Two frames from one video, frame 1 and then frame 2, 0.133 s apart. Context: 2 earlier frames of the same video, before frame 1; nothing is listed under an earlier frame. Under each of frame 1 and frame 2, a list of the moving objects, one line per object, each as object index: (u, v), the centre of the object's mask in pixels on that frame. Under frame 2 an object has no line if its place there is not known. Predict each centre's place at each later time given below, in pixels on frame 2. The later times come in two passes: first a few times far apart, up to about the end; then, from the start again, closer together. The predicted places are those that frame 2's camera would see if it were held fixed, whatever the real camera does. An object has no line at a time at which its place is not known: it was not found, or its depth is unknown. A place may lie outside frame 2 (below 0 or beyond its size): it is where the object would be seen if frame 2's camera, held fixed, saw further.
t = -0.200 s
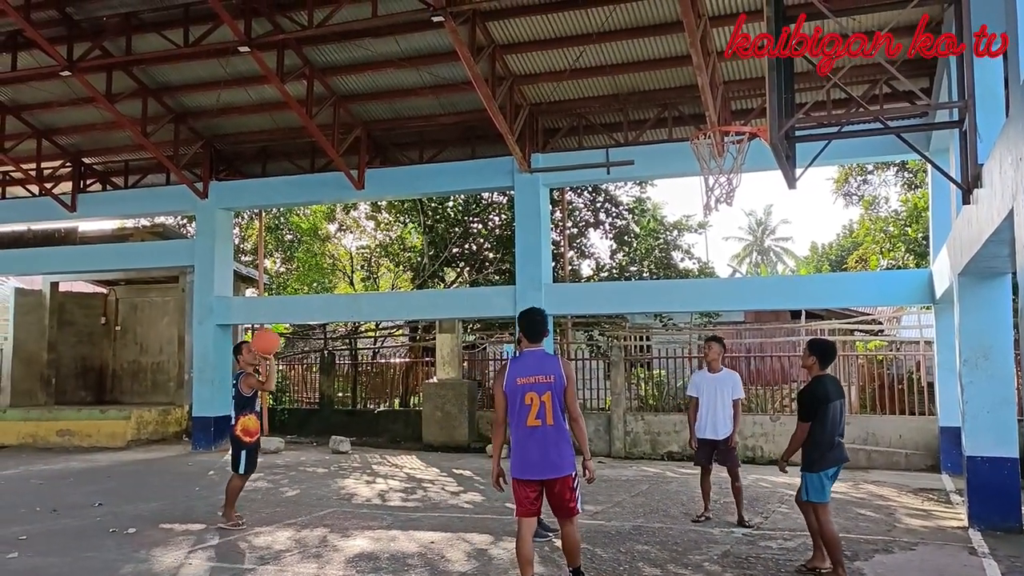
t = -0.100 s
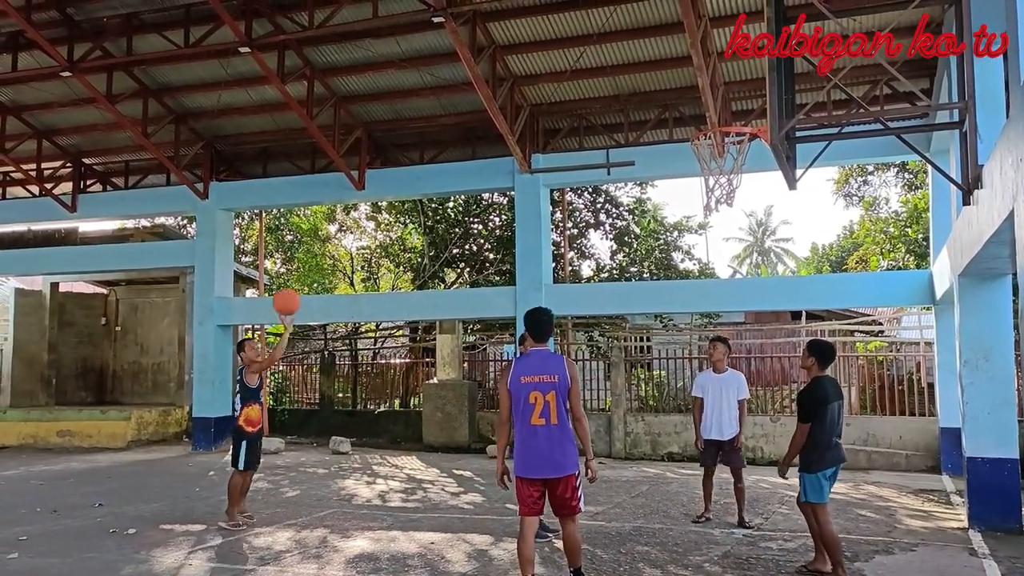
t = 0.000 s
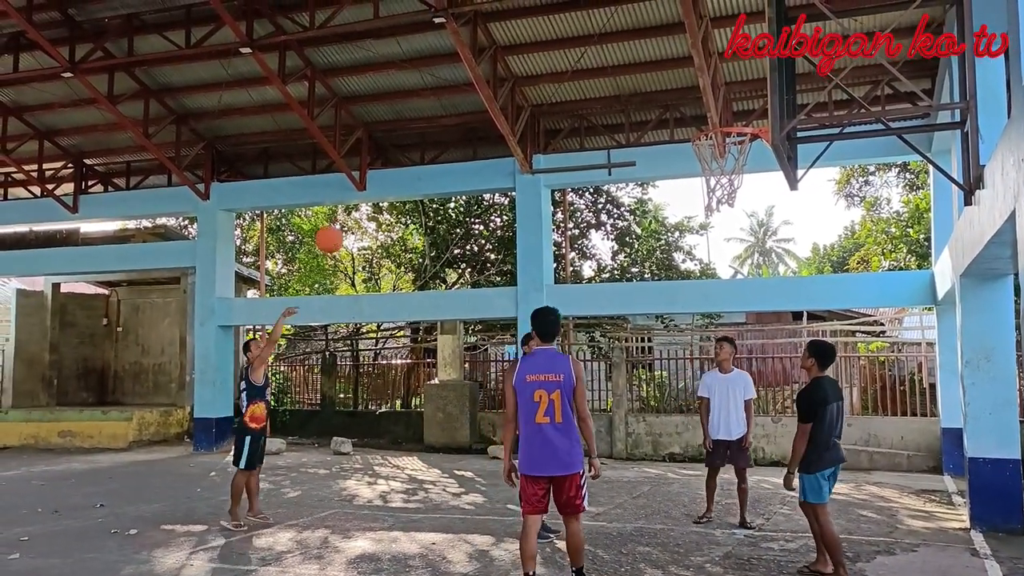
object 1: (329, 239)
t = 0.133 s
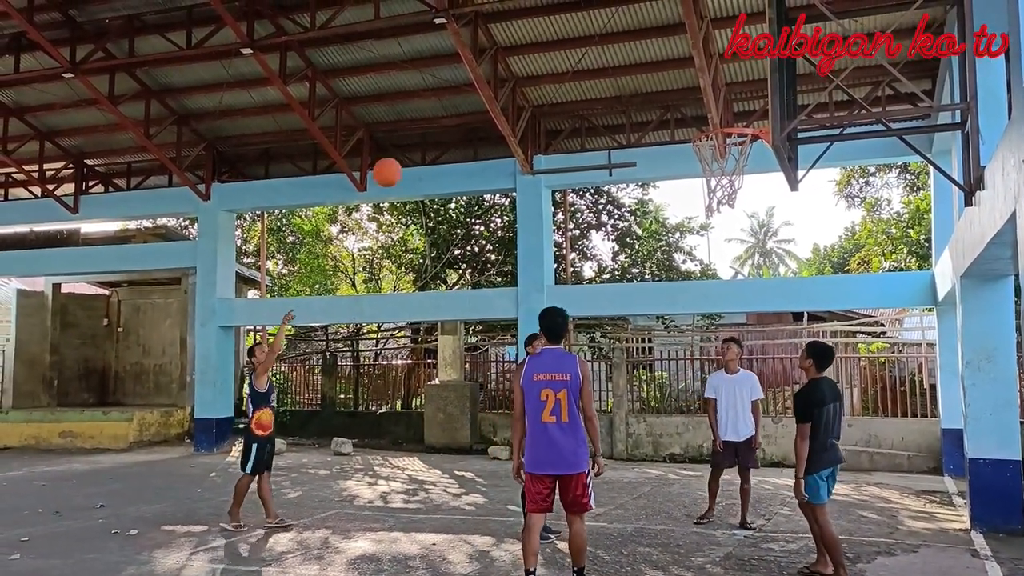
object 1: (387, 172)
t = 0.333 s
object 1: (475, 106)
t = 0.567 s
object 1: (583, 85)
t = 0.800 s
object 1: (697, 123)
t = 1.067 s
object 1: (746, 108)
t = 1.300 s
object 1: (757, 116)
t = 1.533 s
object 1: (753, 123)
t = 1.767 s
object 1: (758, 183)
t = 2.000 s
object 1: (769, 293)
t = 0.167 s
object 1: (402, 158)
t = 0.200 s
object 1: (417, 146)
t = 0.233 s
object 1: (431, 134)
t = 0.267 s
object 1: (446, 123)
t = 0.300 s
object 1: (460, 114)
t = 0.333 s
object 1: (475, 106)
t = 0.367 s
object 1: (490, 99)
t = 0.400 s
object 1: (506, 93)
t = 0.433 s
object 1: (521, 89)
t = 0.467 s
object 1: (536, 86)
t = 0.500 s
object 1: (552, 84)
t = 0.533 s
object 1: (567, 84)
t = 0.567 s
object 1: (583, 85)
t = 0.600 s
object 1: (600, 87)
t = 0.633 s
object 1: (617, 91)
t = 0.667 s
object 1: (633, 96)
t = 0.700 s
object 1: (650, 102)
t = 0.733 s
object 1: (668, 110)
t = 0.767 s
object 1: (685, 119)
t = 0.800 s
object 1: (697, 123)
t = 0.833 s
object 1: (709, 119)
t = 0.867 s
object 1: (718, 116)
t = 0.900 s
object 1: (725, 114)
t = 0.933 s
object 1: (734, 115)
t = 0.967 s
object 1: (741, 115)
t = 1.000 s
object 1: (742, 113)
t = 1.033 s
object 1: (744, 110)
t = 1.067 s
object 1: (746, 108)
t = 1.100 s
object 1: (747, 107)
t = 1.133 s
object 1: (749, 108)
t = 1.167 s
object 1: (751, 109)
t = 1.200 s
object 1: (753, 113)
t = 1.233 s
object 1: (754, 116)
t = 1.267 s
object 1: (755, 117)
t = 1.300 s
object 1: (757, 116)
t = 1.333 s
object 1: (760, 115)
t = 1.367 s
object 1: (759, 116)
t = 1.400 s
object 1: (757, 116)
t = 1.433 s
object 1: (756, 117)
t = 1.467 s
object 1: (755, 118)
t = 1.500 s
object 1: (754, 120)
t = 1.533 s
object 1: (753, 123)
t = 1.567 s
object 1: (757, 134)
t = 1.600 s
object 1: (759, 142)
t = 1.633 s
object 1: (760, 147)
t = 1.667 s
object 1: (759, 150)
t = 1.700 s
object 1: (757, 162)
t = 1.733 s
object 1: (757, 172)
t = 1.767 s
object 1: (758, 183)
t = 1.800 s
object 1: (760, 195)
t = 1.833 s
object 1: (761, 208)
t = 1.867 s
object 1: (763, 223)
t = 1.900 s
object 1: (765, 238)
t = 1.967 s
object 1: (768, 273)
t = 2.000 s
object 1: (769, 293)
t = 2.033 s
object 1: (770, 313)
